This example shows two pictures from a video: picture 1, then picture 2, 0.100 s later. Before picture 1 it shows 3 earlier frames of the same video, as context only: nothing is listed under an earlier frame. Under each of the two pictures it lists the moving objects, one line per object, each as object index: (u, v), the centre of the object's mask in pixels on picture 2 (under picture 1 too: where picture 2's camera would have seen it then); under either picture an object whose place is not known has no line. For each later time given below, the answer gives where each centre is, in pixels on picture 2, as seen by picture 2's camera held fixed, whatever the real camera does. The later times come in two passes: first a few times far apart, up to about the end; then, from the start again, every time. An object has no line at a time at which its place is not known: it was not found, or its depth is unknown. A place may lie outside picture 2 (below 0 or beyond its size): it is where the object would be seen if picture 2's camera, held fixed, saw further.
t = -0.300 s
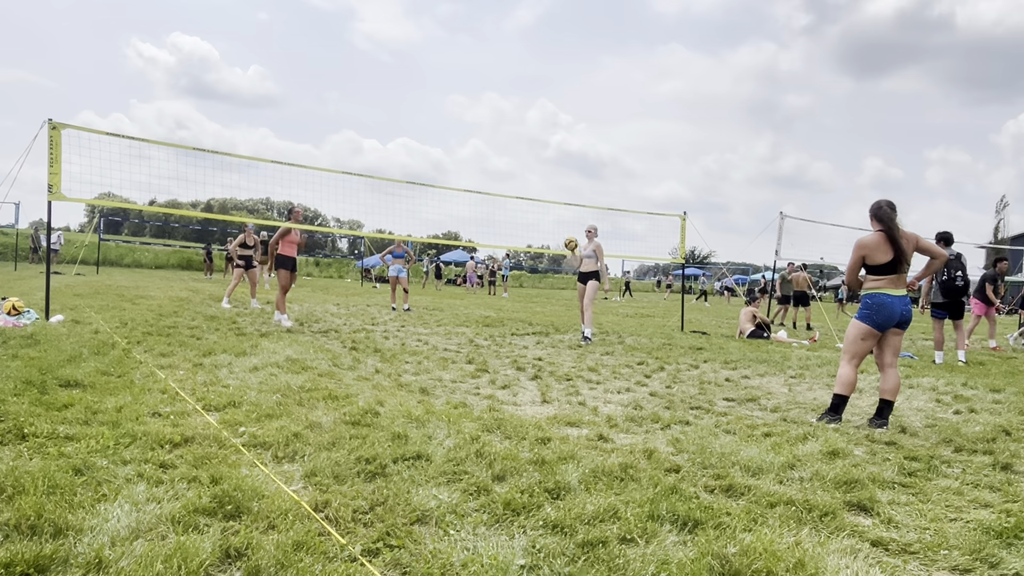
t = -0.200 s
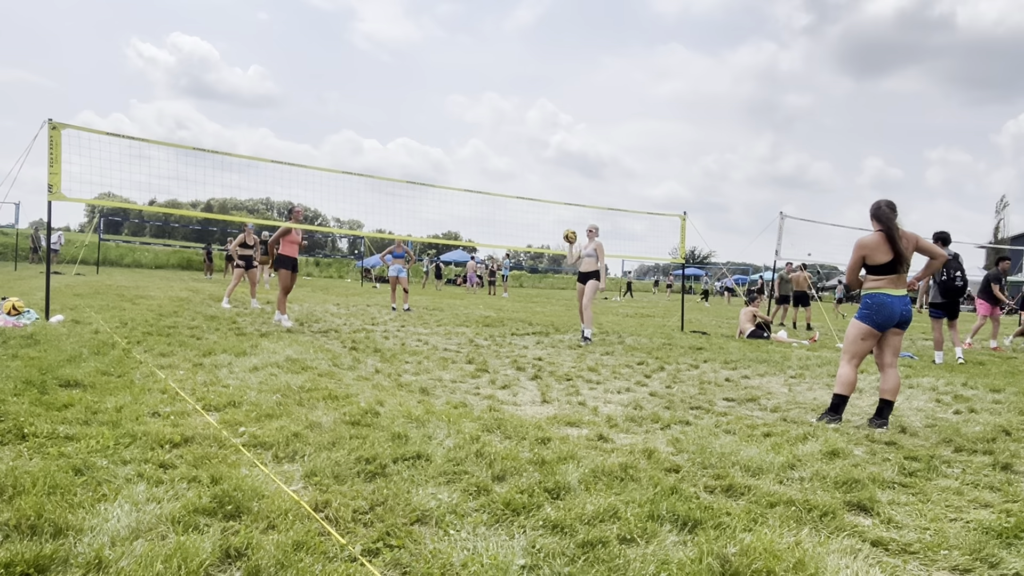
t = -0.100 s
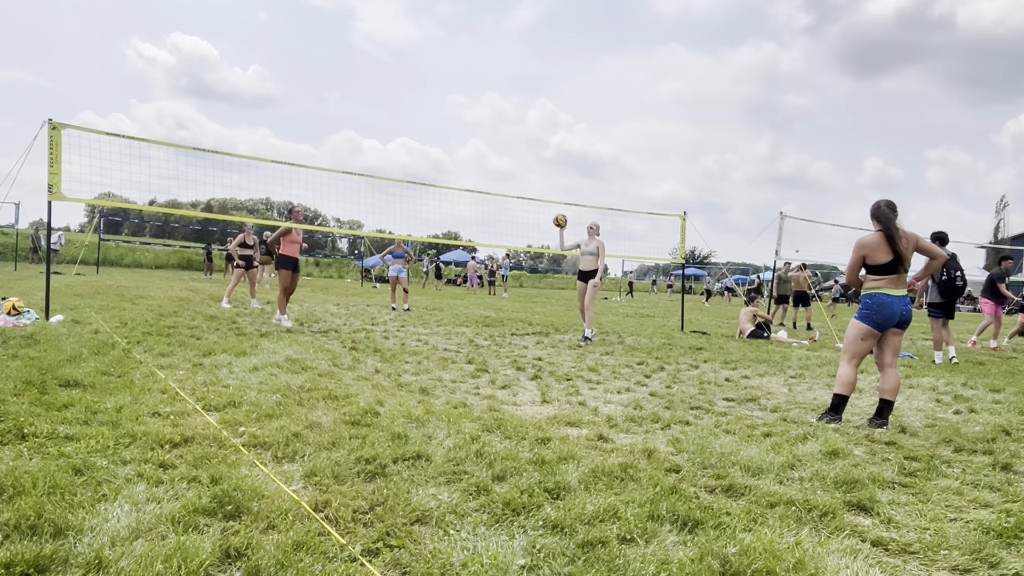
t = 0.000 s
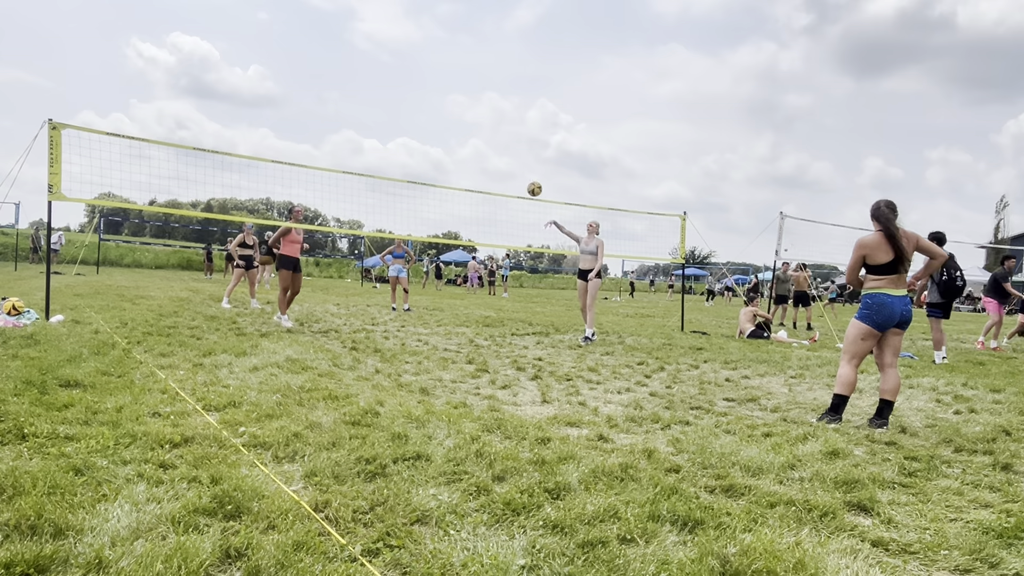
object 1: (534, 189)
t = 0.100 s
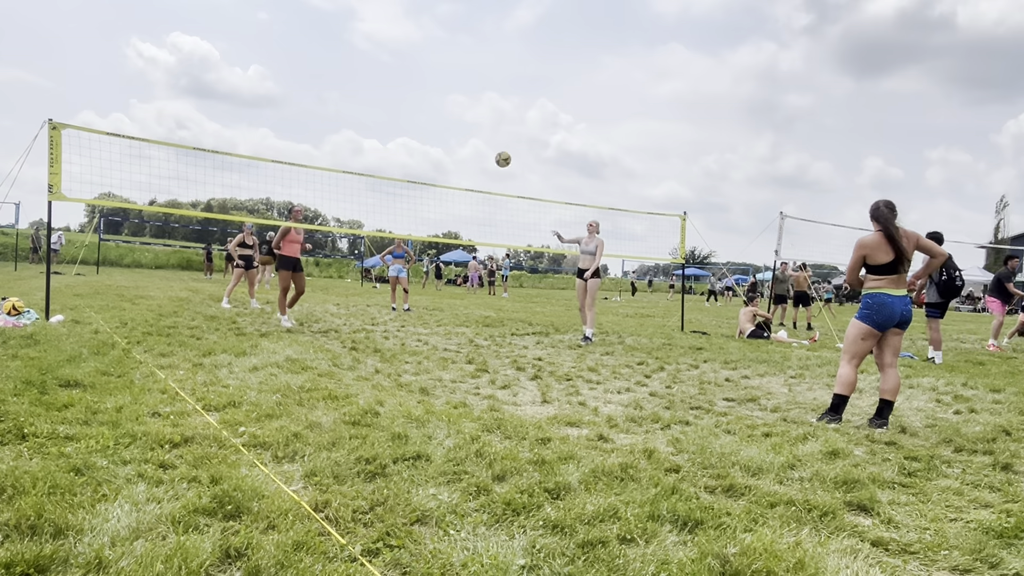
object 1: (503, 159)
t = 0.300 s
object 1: (428, 114)
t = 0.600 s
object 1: (276, 97)
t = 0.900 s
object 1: (39, 188)
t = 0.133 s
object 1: (492, 151)
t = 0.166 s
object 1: (480, 142)
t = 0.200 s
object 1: (468, 134)
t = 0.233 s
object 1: (455, 127)
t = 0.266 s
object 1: (442, 120)
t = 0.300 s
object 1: (428, 114)
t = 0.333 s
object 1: (414, 109)
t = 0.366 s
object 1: (400, 104)
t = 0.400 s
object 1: (384, 100)
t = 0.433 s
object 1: (368, 97)
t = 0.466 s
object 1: (352, 95)
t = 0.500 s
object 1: (334, 94)
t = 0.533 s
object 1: (316, 94)
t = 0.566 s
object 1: (296, 95)
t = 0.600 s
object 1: (276, 97)
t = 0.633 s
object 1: (255, 100)
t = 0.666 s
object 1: (233, 105)
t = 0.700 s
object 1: (209, 111)
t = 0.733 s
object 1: (185, 119)
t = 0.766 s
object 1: (159, 128)
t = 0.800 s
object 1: (132, 140)
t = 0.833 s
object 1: (102, 154)
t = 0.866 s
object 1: (72, 169)
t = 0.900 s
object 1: (39, 188)
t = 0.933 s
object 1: (9, 209)
